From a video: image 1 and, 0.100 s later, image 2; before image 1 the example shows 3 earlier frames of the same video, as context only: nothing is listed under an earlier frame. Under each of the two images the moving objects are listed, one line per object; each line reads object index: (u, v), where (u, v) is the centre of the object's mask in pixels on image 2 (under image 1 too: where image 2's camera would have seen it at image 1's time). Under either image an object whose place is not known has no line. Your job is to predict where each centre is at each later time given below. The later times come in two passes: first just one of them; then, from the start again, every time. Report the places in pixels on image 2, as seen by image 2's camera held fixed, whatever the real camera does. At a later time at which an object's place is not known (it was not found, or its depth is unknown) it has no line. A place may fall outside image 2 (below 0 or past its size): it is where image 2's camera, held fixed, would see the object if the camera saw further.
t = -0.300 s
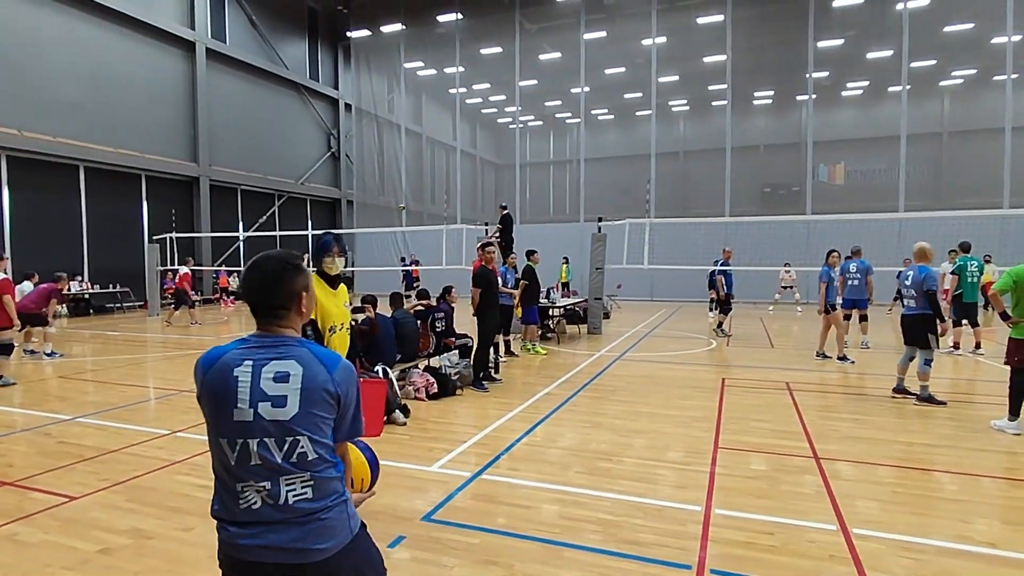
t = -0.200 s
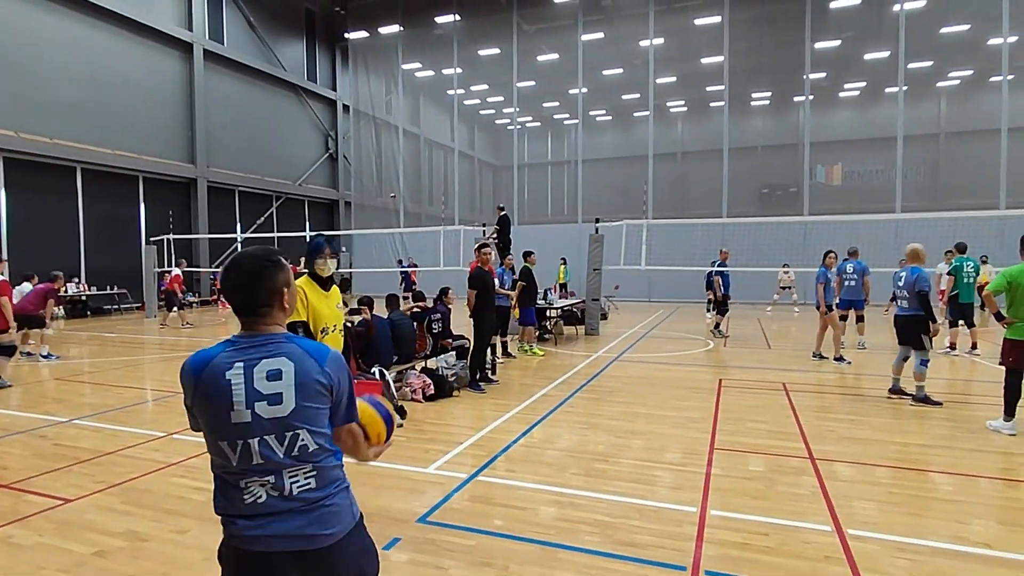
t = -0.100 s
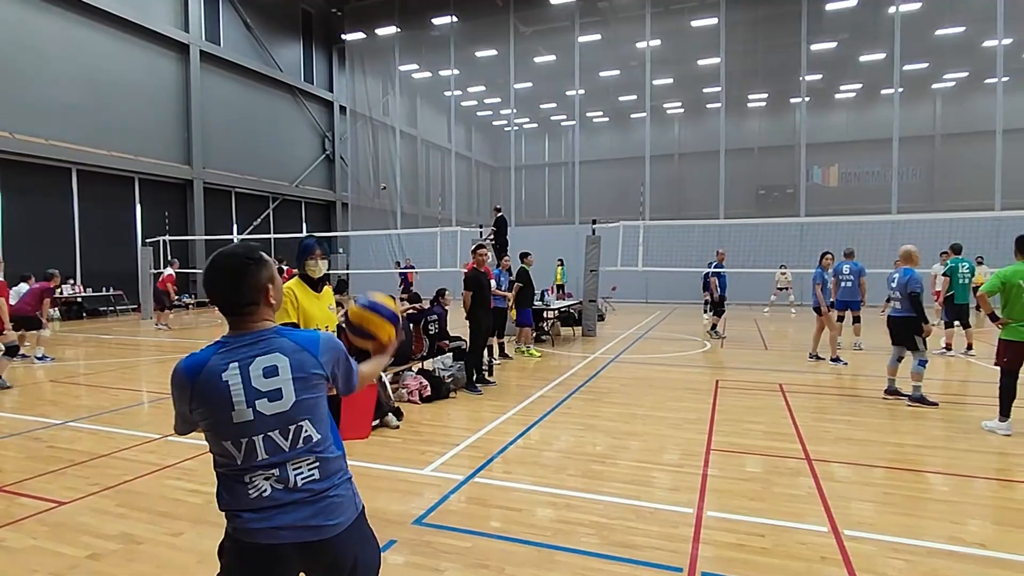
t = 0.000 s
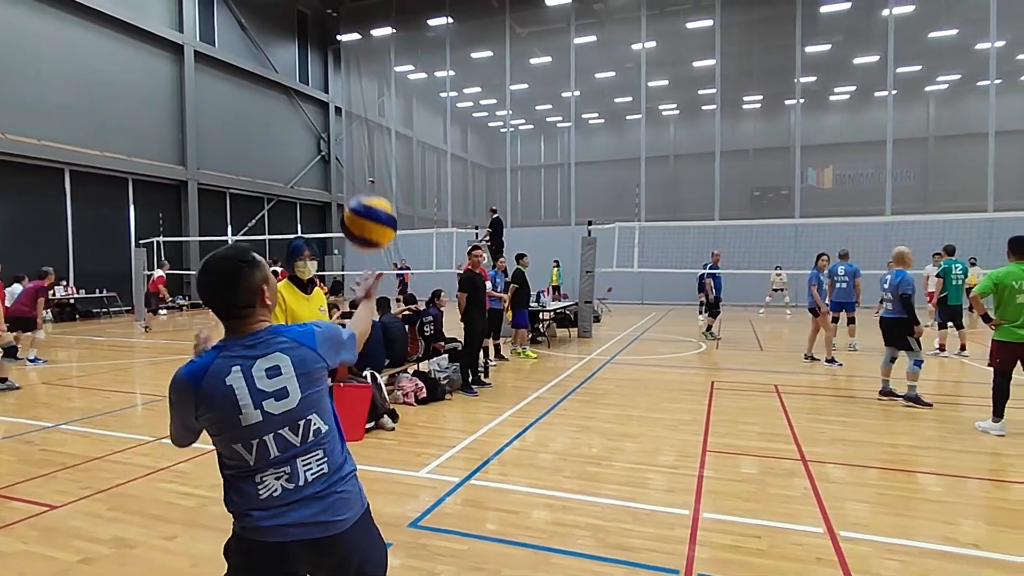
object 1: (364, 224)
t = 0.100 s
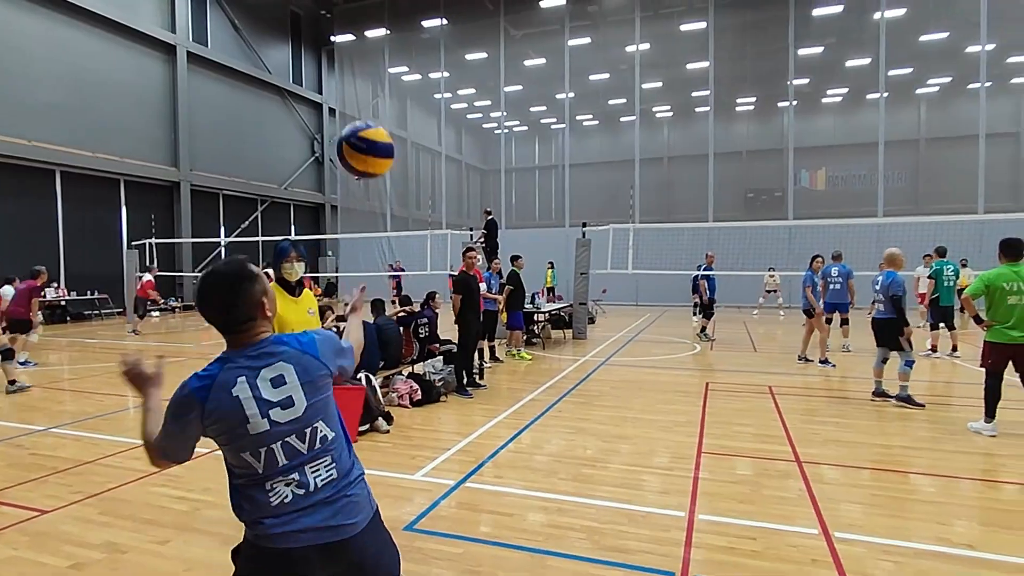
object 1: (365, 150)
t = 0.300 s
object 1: (371, 77)
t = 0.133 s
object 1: (366, 131)
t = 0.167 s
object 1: (367, 114)
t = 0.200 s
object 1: (368, 100)
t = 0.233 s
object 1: (369, 89)
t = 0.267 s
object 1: (370, 82)
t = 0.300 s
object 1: (371, 77)
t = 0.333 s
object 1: (373, 74)
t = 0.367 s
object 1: (374, 75)
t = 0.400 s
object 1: (375, 79)
